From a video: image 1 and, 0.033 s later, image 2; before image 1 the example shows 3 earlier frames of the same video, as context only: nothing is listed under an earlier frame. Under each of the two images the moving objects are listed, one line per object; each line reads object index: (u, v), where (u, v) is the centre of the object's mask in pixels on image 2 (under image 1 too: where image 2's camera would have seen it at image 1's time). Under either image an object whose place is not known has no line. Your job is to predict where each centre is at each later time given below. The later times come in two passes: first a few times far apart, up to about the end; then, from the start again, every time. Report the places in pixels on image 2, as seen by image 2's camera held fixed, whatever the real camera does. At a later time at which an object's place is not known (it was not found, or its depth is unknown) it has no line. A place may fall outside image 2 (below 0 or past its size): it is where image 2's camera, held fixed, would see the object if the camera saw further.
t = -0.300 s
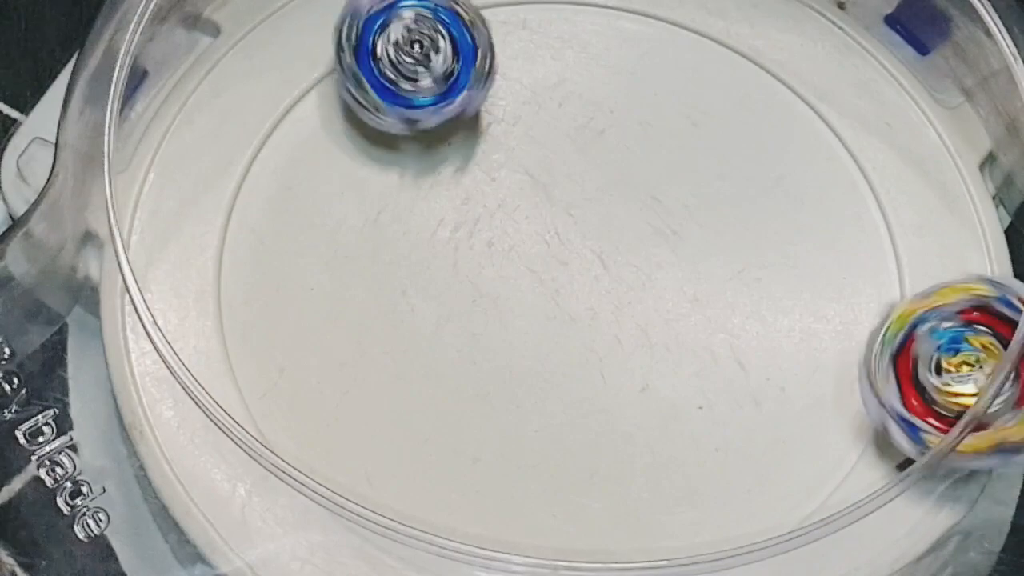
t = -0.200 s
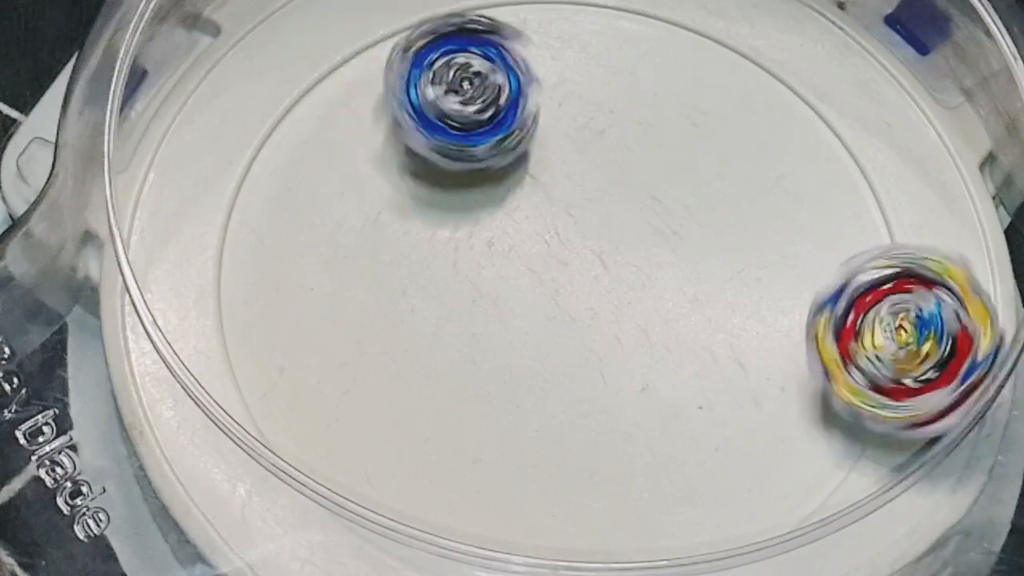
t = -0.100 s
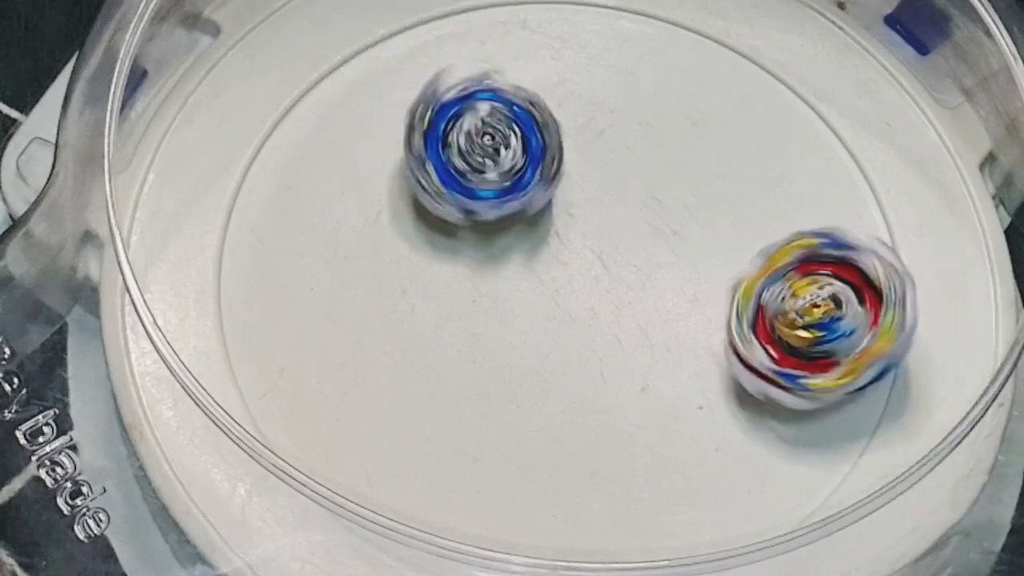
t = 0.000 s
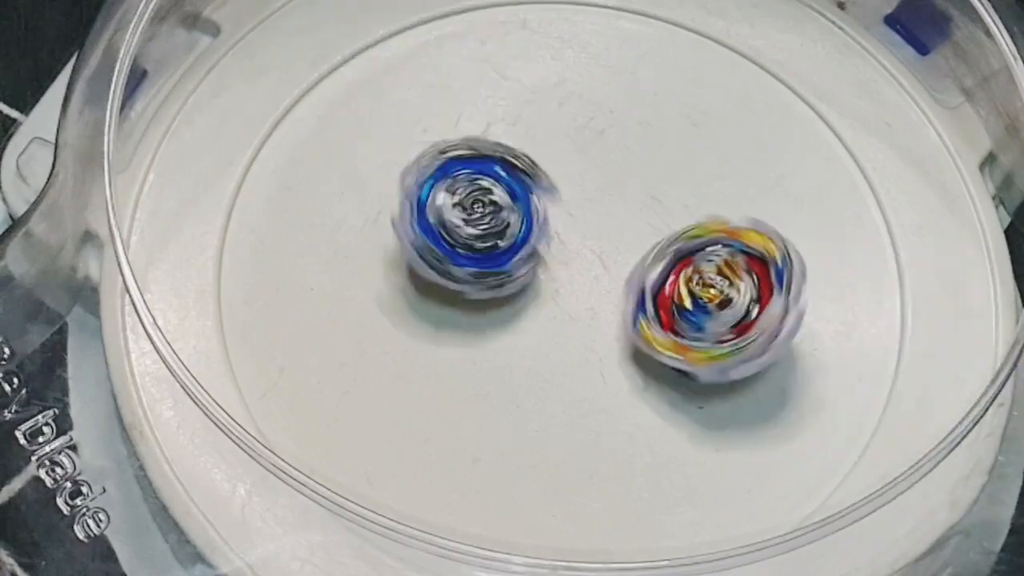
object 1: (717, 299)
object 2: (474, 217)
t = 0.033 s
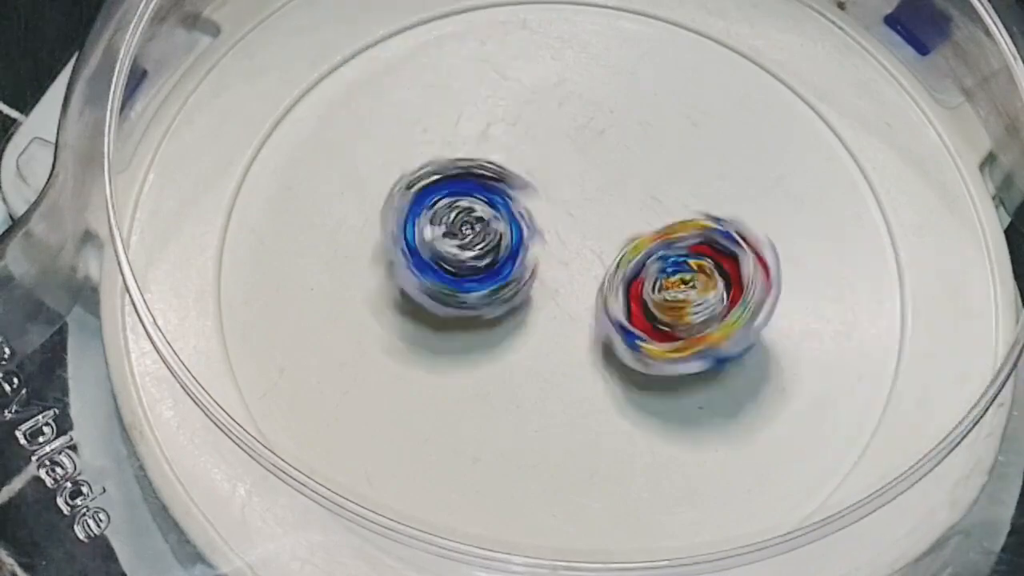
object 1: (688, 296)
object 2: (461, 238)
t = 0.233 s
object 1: (549, 325)
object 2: (339, 299)
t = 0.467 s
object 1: (470, 411)
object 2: (258, 209)
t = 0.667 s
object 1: (443, 469)
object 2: (462, 204)
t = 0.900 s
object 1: (421, 459)
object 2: (641, 365)
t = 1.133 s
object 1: (419, 341)
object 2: (575, 508)
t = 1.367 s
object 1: (393, 203)
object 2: (419, 428)
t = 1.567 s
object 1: (325, 131)
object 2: (531, 254)
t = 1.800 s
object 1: (309, 133)
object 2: (734, 209)
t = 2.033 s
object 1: (469, 170)
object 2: (875, 295)
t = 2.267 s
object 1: (629, 120)
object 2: (686, 371)
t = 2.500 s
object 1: (662, 42)
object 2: (522, 208)
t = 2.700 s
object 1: (619, 30)
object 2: (501, 129)
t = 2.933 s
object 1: (598, 108)
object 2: (423, 215)
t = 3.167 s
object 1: (660, 273)
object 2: (347, 165)
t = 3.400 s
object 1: (761, 319)
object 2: (476, 178)
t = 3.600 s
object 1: (850, 304)
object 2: (552, 322)
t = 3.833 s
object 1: (699, 257)
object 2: (487, 433)
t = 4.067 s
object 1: (547, 308)
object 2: (377, 397)
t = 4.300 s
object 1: (550, 307)
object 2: (374, 389)
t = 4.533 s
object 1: (551, 307)
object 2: (366, 392)
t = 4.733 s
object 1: (550, 308)
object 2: (366, 384)
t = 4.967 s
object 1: (549, 306)
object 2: (358, 386)
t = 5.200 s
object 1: (551, 304)
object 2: (358, 378)
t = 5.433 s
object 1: (550, 304)
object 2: (355, 379)
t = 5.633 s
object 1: (552, 305)
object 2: (356, 371)
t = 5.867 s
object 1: (549, 306)
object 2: (350, 371)
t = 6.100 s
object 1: (549, 303)
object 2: (354, 363)
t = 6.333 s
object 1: (551, 304)
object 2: (352, 362)
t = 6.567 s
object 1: (551, 305)
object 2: (355, 352)
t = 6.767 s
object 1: (548, 305)
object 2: (351, 352)
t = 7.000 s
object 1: (548, 302)
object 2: (358, 345)
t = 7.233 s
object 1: (548, 304)
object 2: (357, 343)
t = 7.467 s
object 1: (548, 304)
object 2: (362, 333)
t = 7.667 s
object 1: (547, 305)
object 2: (360, 333)
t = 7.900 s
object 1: (545, 305)
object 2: (368, 326)
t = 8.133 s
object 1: (552, 304)
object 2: (361, 325)
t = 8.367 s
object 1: (556, 305)
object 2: (364, 316)
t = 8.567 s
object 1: (559, 304)
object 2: (355, 315)
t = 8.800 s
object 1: (563, 302)
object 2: (360, 310)
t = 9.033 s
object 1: (571, 302)
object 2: (354, 308)
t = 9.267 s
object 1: (575, 303)
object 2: (361, 301)
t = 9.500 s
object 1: (579, 302)
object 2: (353, 297)
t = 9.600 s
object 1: (580, 302)
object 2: (356, 298)
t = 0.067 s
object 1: (657, 296)
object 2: (446, 254)
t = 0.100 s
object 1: (630, 296)
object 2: (428, 271)
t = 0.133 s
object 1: (609, 300)
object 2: (407, 281)
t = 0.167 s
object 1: (585, 305)
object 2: (384, 292)
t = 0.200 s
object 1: (569, 311)
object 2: (360, 297)
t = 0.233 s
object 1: (549, 325)
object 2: (339, 299)
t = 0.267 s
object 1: (534, 333)
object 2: (315, 297)
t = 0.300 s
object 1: (525, 344)
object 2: (296, 290)
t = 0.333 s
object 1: (511, 358)
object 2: (278, 281)
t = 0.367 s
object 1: (498, 371)
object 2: (266, 266)
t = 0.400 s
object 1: (491, 384)
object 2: (256, 249)
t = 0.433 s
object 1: (479, 399)
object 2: (253, 228)
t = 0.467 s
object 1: (470, 411)
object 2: (258, 209)
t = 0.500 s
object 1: (465, 427)
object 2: (276, 192)
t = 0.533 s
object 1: (455, 440)
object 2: (304, 182)
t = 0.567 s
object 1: (450, 451)
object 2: (340, 177)
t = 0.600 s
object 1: (449, 462)
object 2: (379, 180)
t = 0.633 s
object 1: (446, 466)
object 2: (422, 189)
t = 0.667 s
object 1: (443, 469)
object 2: (462, 204)
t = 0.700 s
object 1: (442, 474)
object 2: (501, 221)
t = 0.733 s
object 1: (441, 474)
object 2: (535, 241)
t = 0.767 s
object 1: (436, 472)
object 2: (567, 263)
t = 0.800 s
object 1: (435, 473)
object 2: (593, 287)
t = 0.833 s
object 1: (428, 468)
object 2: (614, 311)
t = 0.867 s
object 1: (422, 464)
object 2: (630, 337)
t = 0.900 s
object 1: (421, 459)
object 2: (641, 365)
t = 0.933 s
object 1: (414, 451)
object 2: (646, 394)
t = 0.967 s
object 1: (411, 440)
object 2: (646, 422)
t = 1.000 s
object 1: (412, 424)
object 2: (641, 450)
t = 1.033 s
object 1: (415, 407)
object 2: (632, 473)
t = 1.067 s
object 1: (415, 385)
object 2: (617, 490)
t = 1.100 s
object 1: (416, 363)
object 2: (600, 501)
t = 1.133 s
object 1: (419, 341)
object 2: (575, 508)
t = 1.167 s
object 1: (415, 319)
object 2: (551, 512)
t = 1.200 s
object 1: (415, 295)
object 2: (521, 511)
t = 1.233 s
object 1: (413, 273)
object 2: (493, 506)
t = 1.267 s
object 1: (412, 256)
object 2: (465, 495)
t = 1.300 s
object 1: (405, 236)
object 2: (442, 479)
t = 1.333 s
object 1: (399, 219)
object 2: (424, 457)
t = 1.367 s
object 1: (393, 203)
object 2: (419, 428)
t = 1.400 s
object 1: (381, 191)
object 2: (425, 392)
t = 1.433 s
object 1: (370, 175)
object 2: (437, 359)
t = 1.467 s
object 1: (358, 162)
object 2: (455, 326)
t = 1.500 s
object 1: (349, 150)
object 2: (475, 299)
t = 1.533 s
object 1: (335, 142)
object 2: (503, 274)
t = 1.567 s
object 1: (325, 131)
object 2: (531, 254)
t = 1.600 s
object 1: (319, 125)
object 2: (564, 237)
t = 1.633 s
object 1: (315, 121)
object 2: (596, 224)
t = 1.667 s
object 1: (309, 122)
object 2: (626, 218)
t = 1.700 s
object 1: (306, 120)
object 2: (656, 213)
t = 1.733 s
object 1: (306, 121)
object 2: (681, 211)
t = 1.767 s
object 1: (308, 125)
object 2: (710, 209)
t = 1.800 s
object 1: (309, 133)
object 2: (734, 209)
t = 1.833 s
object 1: (317, 140)
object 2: (762, 211)
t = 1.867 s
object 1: (333, 149)
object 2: (790, 215)
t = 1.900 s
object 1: (354, 157)
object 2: (817, 226)
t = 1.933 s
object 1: (381, 166)
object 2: (840, 240)
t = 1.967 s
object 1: (408, 172)
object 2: (854, 257)
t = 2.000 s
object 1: (438, 171)
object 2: (868, 276)
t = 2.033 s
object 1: (469, 170)
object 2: (875, 295)
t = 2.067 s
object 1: (501, 169)
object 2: (877, 317)
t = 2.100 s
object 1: (529, 167)
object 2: (869, 342)
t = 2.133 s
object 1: (553, 161)
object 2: (842, 364)
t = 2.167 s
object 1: (577, 152)
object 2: (807, 378)
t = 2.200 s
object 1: (597, 143)
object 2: (765, 382)
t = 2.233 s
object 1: (614, 131)
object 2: (726, 381)
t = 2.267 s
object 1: (629, 120)
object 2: (686, 371)
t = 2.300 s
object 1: (638, 105)
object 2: (644, 358)
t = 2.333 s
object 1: (649, 89)
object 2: (611, 335)
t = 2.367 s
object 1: (658, 76)
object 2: (583, 309)
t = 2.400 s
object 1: (665, 64)
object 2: (562, 286)
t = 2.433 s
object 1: (669, 57)
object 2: (545, 261)
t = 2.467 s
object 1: (665, 52)
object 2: (530, 235)
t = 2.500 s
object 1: (662, 42)
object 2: (522, 208)
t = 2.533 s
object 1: (659, 38)
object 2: (518, 181)
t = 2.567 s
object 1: (646, 36)
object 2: (516, 161)
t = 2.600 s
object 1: (635, 35)
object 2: (516, 137)
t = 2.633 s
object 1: (625, 35)
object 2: (511, 123)
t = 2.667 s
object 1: (615, 32)
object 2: (509, 123)
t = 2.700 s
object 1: (619, 30)
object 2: (501, 129)
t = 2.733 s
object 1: (618, 27)
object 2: (484, 146)
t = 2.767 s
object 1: (611, 34)
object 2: (472, 168)
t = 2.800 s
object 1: (608, 41)
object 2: (461, 181)
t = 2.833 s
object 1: (599, 51)
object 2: (453, 194)
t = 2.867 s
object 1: (597, 62)
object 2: (440, 205)
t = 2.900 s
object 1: (597, 81)
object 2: (433, 210)
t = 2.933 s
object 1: (598, 108)
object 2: (423, 215)
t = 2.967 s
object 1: (601, 136)
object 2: (411, 211)
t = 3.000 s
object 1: (606, 163)
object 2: (398, 212)
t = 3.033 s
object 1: (614, 186)
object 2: (386, 204)
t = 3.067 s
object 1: (626, 211)
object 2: (376, 200)
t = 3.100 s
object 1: (637, 235)
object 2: (361, 187)
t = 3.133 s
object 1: (648, 256)
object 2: (354, 180)
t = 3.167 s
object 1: (660, 273)
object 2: (347, 165)
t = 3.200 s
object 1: (671, 285)
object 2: (352, 155)
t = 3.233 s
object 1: (687, 292)
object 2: (355, 138)
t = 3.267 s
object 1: (703, 299)
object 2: (374, 134)
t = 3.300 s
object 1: (718, 306)
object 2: (396, 132)
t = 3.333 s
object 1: (733, 312)
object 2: (426, 144)
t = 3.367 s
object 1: (748, 316)
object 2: (450, 154)
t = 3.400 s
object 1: (761, 319)
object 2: (476, 178)
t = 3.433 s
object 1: (777, 319)
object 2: (498, 197)
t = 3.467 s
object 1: (794, 319)
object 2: (518, 224)
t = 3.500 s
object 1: (811, 320)
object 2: (533, 245)
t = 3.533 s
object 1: (826, 318)
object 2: (541, 274)
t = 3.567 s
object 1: (840, 313)
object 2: (551, 296)
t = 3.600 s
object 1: (850, 304)
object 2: (552, 322)
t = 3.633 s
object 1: (849, 290)
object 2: (555, 340)
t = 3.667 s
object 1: (838, 276)
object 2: (545, 360)
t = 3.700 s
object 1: (822, 263)
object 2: (543, 380)
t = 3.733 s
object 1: (797, 254)
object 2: (529, 394)
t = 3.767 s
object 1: (766, 251)
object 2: (521, 410)
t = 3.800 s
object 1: (733, 253)
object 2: (505, 418)
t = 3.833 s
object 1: (699, 257)
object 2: (487, 433)
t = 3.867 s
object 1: (665, 265)
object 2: (473, 437)
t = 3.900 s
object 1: (632, 274)
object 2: (448, 439)
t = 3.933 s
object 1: (600, 284)
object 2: (432, 435)
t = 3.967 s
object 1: (575, 294)
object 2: (409, 421)
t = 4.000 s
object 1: (553, 305)
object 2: (396, 409)
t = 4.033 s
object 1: (546, 309)
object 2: (376, 397)
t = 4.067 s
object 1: (547, 308)
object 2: (377, 397)
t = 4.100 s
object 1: (548, 308)
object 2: (377, 396)
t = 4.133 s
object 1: (547, 308)
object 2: (378, 395)
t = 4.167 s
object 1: (547, 307)
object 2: (379, 394)
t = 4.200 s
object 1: (548, 307)
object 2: (379, 392)
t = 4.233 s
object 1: (549, 307)
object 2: (380, 390)
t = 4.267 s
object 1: (550, 306)
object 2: (376, 390)
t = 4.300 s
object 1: (550, 307)
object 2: (374, 389)
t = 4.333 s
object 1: (550, 307)
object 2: (371, 389)
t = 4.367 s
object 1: (550, 307)
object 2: (369, 389)
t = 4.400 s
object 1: (550, 308)
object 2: (367, 390)
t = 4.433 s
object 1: (550, 308)
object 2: (366, 391)
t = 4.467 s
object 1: (550, 307)
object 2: (366, 393)
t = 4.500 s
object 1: (551, 307)
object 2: (366, 393)
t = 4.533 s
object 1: (551, 307)
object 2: (366, 392)
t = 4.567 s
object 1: (551, 307)
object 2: (366, 391)
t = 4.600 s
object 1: (552, 307)
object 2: (368, 390)
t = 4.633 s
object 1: (551, 308)
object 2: (368, 389)
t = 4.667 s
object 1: (551, 307)
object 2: (369, 387)
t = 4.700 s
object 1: (551, 307)
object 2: (368, 385)
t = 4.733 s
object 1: (550, 308)
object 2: (366, 384)
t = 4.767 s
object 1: (550, 308)
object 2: (365, 382)
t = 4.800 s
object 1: (549, 308)
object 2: (362, 383)
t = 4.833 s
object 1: (549, 308)
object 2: (360, 383)
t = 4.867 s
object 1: (549, 308)
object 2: (359, 384)
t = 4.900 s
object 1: (549, 307)
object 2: (358, 385)
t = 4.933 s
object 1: (549, 307)
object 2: (357, 385)
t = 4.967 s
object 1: (549, 306)
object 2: (358, 386)
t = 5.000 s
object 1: (549, 305)
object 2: (358, 385)
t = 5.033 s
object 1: (550, 305)
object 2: (360, 385)
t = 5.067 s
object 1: (550, 305)
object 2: (360, 384)
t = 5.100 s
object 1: (551, 304)
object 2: (361, 383)
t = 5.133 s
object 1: (551, 304)
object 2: (360, 381)
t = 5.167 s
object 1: (551, 304)
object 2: (361, 379)
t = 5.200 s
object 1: (551, 304)
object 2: (358, 378)
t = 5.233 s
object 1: (551, 305)
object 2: (356, 378)
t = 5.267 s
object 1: (551, 305)
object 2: (355, 377)
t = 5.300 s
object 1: (551, 305)
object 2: (354, 378)
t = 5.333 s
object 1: (551, 305)
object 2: (354, 379)
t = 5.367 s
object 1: (551, 305)
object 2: (354, 379)
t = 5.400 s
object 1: (550, 305)
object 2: (354, 379)
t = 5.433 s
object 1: (550, 304)
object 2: (355, 379)
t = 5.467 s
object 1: (551, 304)
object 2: (355, 378)
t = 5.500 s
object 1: (552, 304)
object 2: (357, 377)
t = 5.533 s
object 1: (552, 304)
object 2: (357, 375)
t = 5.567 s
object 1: (553, 304)
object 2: (358, 374)
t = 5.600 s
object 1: (552, 305)
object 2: (357, 372)
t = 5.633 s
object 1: (552, 305)
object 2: (356, 371)
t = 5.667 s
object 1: (552, 305)
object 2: (355, 369)
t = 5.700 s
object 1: (552, 305)
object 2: (353, 368)
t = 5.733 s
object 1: (552, 306)
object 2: (351, 369)
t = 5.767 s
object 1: (551, 306)
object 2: (350, 369)
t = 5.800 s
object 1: (550, 306)
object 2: (349, 370)
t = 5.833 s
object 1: (549, 306)
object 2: (350, 370)
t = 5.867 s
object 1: (549, 306)
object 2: (350, 371)
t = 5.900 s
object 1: (549, 305)
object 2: (351, 371)
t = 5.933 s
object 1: (549, 305)
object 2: (352, 370)
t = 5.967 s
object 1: (549, 304)
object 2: (353, 369)
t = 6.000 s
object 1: (549, 303)
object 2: (354, 368)
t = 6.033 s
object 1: (549, 303)
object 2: (354, 366)
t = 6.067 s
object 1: (550, 303)
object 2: (354, 365)
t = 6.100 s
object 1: (549, 303)
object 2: (354, 363)
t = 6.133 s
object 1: (550, 303)
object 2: (353, 362)
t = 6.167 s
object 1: (550, 303)
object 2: (351, 362)
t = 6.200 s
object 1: (551, 303)
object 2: (351, 362)
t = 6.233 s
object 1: (551, 303)
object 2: (350, 362)
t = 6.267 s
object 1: (551, 303)
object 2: (350, 362)
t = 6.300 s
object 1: (551, 304)
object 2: (351, 363)
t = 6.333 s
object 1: (551, 304)
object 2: (352, 362)
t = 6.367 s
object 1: (550, 304)
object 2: (353, 361)
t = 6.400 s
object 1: (550, 303)
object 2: (354, 360)
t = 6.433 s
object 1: (551, 303)
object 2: (356, 359)
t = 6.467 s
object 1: (551, 303)
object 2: (356, 357)
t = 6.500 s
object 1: (551, 304)
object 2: (356, 356)
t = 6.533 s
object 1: (551, 304)
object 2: (356, 354)
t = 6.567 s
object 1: (551, 305)
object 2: (355, 352)
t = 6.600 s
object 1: (551, 305)
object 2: (353, 351)
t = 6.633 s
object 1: (551, 305)
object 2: (352, 351)
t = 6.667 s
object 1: (550, 305)
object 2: (351, 351)
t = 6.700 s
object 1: (549, 305)
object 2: (350, 351)
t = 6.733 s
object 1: (549, 305)
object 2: (351, 352)
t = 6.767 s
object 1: (548, 305)
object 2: (351, 352)
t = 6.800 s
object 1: (547, 305)
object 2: (353, 352)
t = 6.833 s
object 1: (546, 305)
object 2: (354, 352)
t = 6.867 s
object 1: (547, 304)
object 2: (355, 351)
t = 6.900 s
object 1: (546, 304)
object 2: (357, 350)
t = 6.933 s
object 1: (547, 303)
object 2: (358, 348)
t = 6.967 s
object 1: (547, 303)
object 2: (358, 346)
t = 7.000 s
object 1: (548, 302)
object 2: (358, 345)
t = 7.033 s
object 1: (548, 303)
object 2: (358, 343)
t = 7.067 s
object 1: (548, 303)
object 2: (356, 343)
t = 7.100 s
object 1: (548, 303)
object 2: (356, 343)
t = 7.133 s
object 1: (548, 303)
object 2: (355, 343)
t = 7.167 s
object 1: (548, 303)
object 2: (355, 343)
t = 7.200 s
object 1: (548, 303)
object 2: (356, 343)
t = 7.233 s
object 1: (548, 304)
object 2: (357, 343)
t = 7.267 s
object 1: (548, 304)
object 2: (359, 343)
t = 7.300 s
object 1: (548, 304)
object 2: (360, 342)
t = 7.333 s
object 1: (547, 304)
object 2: (361, 341)
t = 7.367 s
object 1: (547, 304)
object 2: (363, 339)
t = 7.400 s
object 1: (548, 304)
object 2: (364, 337)
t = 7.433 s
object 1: (548, 304)
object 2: (364, 335)
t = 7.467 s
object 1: (548, 304)
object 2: (362, 333)
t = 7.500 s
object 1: (548, 304)
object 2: (361, 332)
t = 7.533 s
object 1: (548, 305)
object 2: (360, 332)
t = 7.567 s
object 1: (548, 305)
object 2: (359, 332)
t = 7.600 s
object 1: (547, 305)
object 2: (359, 332)
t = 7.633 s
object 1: (548, 305)
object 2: (359, 333)
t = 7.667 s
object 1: (547, 305)
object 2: (360, 333)
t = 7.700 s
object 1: (546, 306)
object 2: (360, 333)
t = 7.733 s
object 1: (546, 306)
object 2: (362, 333)
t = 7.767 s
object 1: (545, 306)
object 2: (363, 332)
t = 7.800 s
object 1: (545, 306)
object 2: (366, 331)
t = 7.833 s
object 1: (545, 306)
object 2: (366, 330)
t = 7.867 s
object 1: (544, 305)
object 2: (368, 328)
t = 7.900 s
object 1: (545, 305)
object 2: (368, 326)
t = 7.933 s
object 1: (546, 304)
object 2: (367, 325)
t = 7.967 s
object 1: (547, 304)
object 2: (364, 325)
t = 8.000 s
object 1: (549, 304)
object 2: (362, 324)
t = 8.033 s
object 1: (549, 304)
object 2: (361, 325)
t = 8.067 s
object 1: (550, 303)
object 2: (361, 324)
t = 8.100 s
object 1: (552, 304)
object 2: (361, 325)
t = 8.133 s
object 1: (552, 304)
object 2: (361, 325)
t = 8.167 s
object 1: (553, 305)
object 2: (362, 325)
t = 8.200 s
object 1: (554, 305)
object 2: (363, 324)
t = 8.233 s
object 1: (554, 305)
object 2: (363, 323)
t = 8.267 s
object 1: (554, 305)
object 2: (364, 322)
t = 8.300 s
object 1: (555, 306)
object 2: (364, 320)
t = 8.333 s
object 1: (555, 305)
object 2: (363, 318)
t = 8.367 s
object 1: (556, 305)
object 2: (364, 316)
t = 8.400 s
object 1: (557, 305)
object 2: (362, 315)
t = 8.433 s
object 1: (558, 305)
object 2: (360, 314)
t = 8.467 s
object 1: (558, 305)
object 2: (358, 314)
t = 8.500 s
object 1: (559, 305)
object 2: (357, 314)
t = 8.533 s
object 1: (559, 305)
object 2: (356, 315)
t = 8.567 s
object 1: (559, 304)
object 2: (355, 315)
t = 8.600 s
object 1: (560, 304)
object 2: (356, 316)
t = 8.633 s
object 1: (560, 304)
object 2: (357, 315)
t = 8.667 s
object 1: (560, 304)
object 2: (357, 315)
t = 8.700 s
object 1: (561, 304)
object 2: (358, 314)
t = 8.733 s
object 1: (561, 303)
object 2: (359, 313)
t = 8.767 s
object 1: (562, 303)
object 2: (360, 312)
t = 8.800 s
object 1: (563, 302)
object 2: (360, 310)
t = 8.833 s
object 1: (564, 302)
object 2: (360, 309)
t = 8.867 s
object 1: (565, 301)
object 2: (358, 307)
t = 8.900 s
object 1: (566, 301)
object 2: (356, 306)
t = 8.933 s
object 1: (568, 301)
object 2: (355, 306)
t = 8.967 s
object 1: (569, 302)
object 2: (354, 306)
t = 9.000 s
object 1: (570, 302)
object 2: (354, 307)
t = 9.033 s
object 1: (571, 302)
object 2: (354, 308)
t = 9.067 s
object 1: (572, 302)
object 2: (354, 307)
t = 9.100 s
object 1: (572, 302)
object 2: (356, 307)
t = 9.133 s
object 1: (573, 303)
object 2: (357, 306)
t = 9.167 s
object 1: (573, 303)
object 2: (358, 306)
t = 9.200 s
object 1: (573, 303)
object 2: (359, 304)
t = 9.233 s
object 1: (574, 303)
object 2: (360, 303)
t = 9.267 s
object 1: (575, 303)
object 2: (361, 301)
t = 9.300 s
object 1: (575, 302)
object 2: (360, 299)
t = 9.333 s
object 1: (576, 302)
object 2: (359, 298)
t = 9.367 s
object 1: (577, 302)
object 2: (356, 297)
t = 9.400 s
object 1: (577, 302)
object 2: (355, 296)
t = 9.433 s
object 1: (578, 302)
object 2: (354, 297)
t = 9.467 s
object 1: (579, 302)
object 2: (353, 296)
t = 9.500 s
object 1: (579, 302)
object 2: (353, 297)
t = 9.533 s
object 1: (579, 302)
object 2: (353, 298)
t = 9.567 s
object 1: (580, 302)
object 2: (354, 298)
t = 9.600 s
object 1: (580, 302)
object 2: (356, 298)
